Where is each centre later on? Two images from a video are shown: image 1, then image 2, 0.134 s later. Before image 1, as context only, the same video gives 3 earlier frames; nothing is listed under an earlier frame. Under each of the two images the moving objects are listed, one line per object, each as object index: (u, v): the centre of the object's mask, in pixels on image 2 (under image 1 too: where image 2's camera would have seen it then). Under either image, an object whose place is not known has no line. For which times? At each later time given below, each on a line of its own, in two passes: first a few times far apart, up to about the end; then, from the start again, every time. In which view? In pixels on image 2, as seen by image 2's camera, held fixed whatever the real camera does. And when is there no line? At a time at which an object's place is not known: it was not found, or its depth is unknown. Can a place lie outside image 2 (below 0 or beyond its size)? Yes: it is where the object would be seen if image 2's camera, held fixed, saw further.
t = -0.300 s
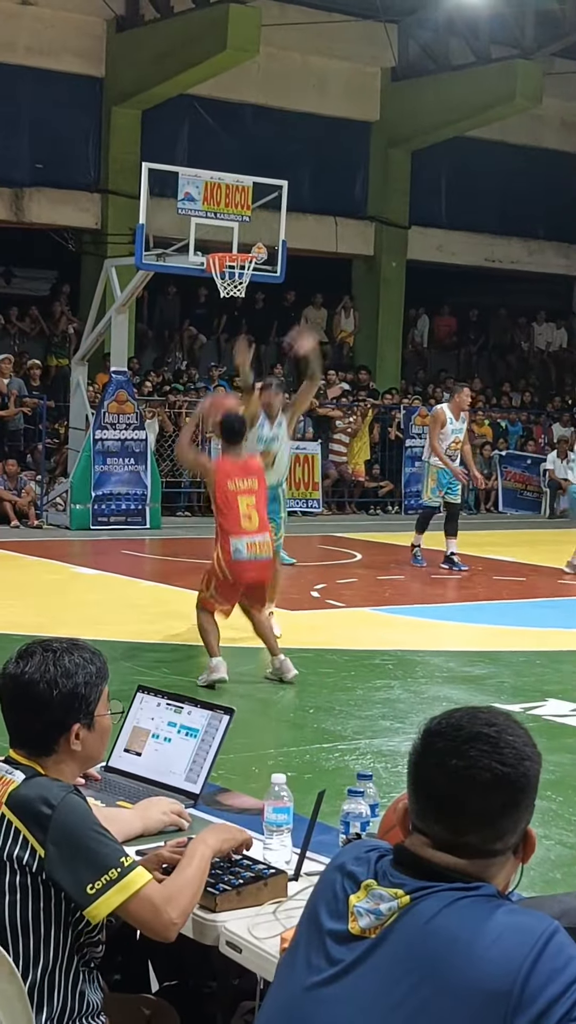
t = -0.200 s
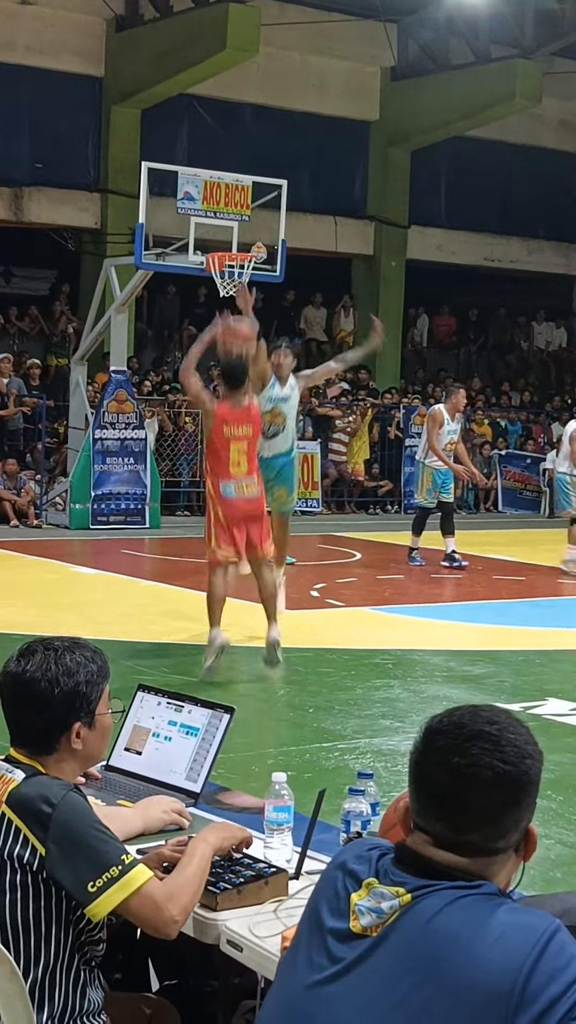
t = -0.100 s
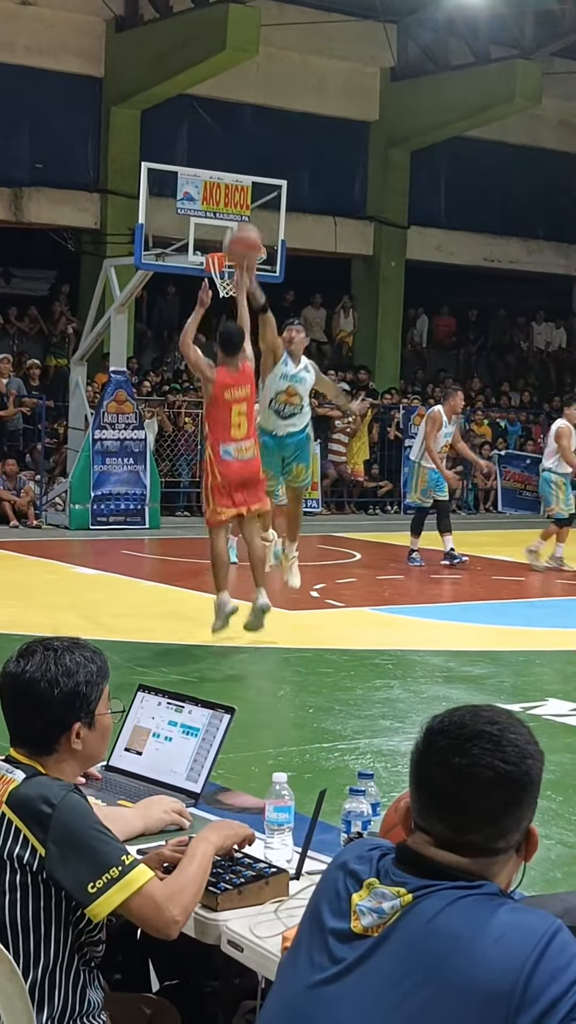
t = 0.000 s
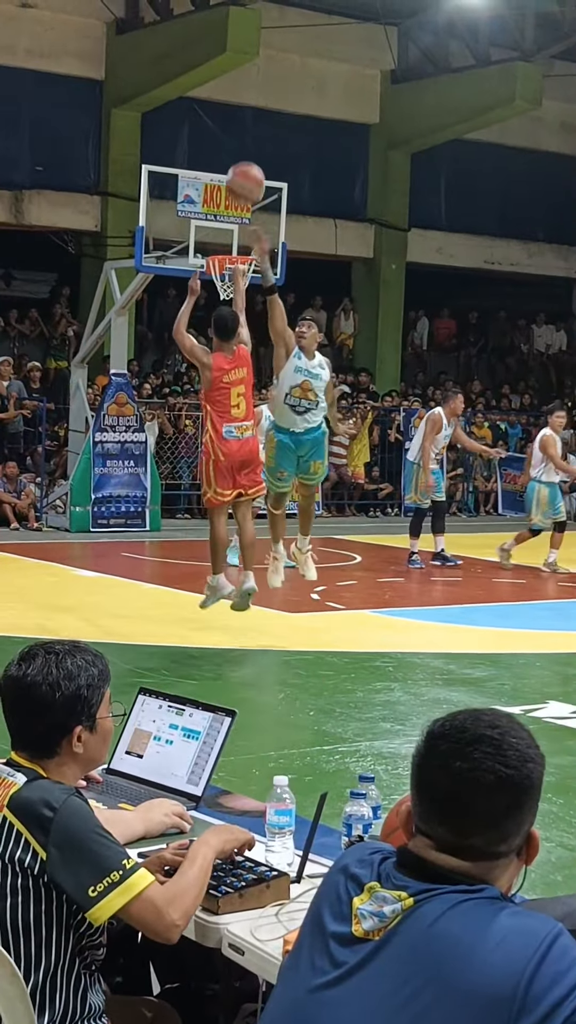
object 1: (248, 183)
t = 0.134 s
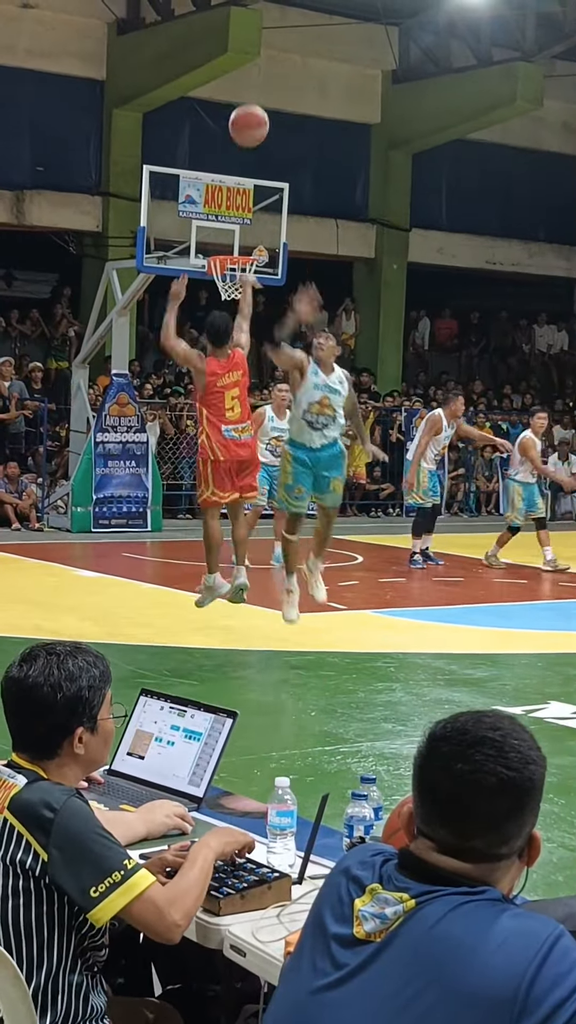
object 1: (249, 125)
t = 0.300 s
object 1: (250, 91)
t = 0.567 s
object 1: (249, 128)
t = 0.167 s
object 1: (249, 115)
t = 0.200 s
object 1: (250, 107)
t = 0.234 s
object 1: (250, 99)
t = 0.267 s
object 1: (250, 94)
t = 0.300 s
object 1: (250, 91)
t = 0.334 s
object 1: (251, 90)
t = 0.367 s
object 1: (250, 92)
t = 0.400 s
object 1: (250, 94)
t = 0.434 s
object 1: (250, 96)
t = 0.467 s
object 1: (250, 102)
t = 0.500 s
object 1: (250, 109)
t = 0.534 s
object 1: (250, 118)
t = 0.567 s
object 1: (249, 128)
